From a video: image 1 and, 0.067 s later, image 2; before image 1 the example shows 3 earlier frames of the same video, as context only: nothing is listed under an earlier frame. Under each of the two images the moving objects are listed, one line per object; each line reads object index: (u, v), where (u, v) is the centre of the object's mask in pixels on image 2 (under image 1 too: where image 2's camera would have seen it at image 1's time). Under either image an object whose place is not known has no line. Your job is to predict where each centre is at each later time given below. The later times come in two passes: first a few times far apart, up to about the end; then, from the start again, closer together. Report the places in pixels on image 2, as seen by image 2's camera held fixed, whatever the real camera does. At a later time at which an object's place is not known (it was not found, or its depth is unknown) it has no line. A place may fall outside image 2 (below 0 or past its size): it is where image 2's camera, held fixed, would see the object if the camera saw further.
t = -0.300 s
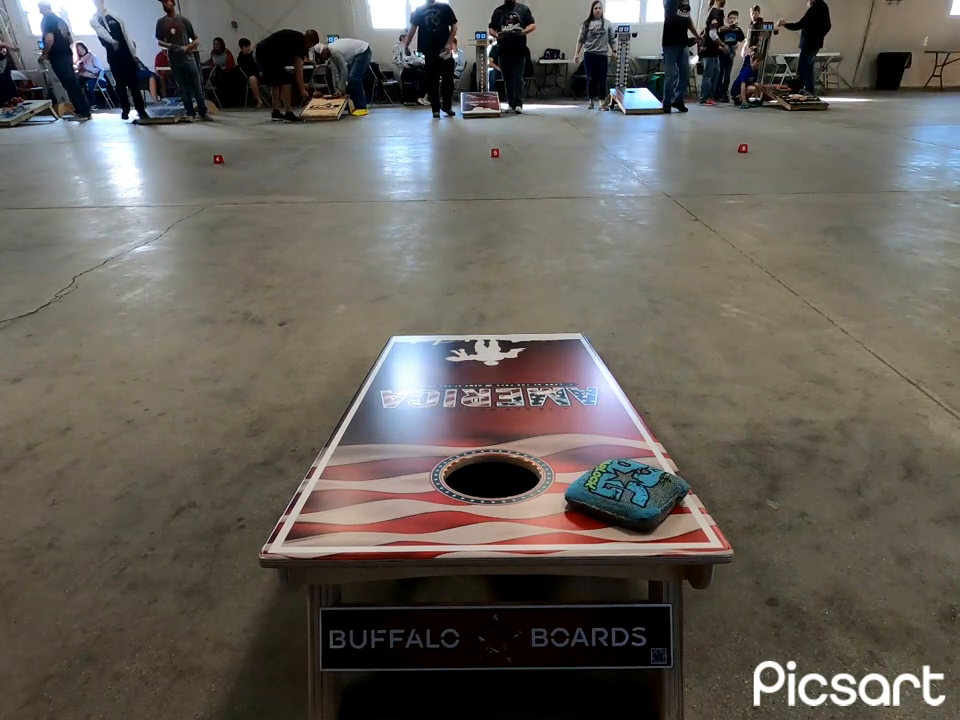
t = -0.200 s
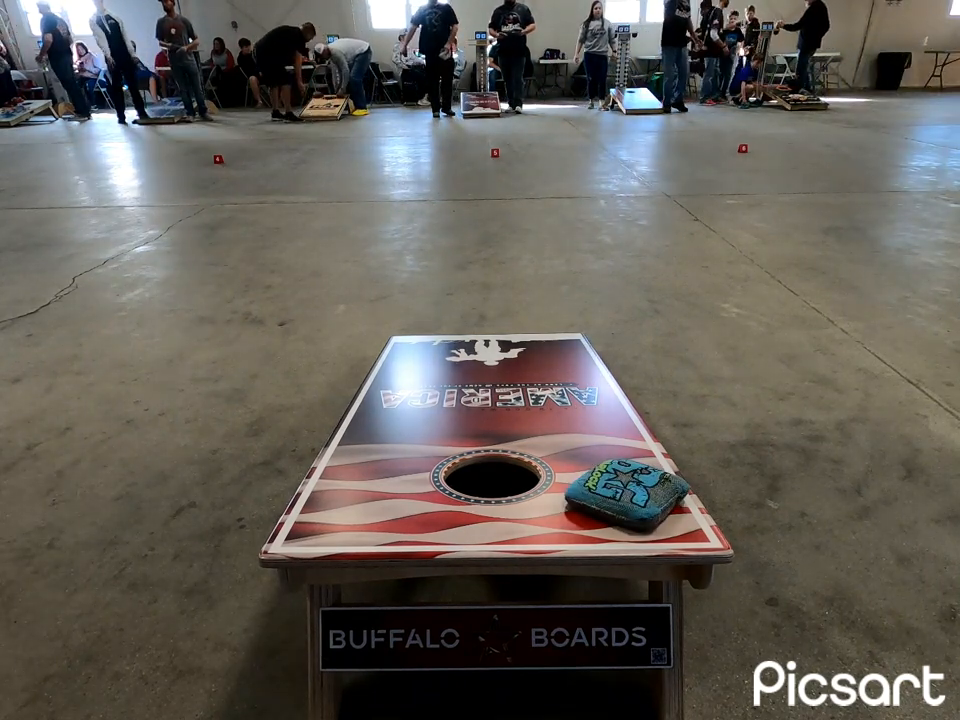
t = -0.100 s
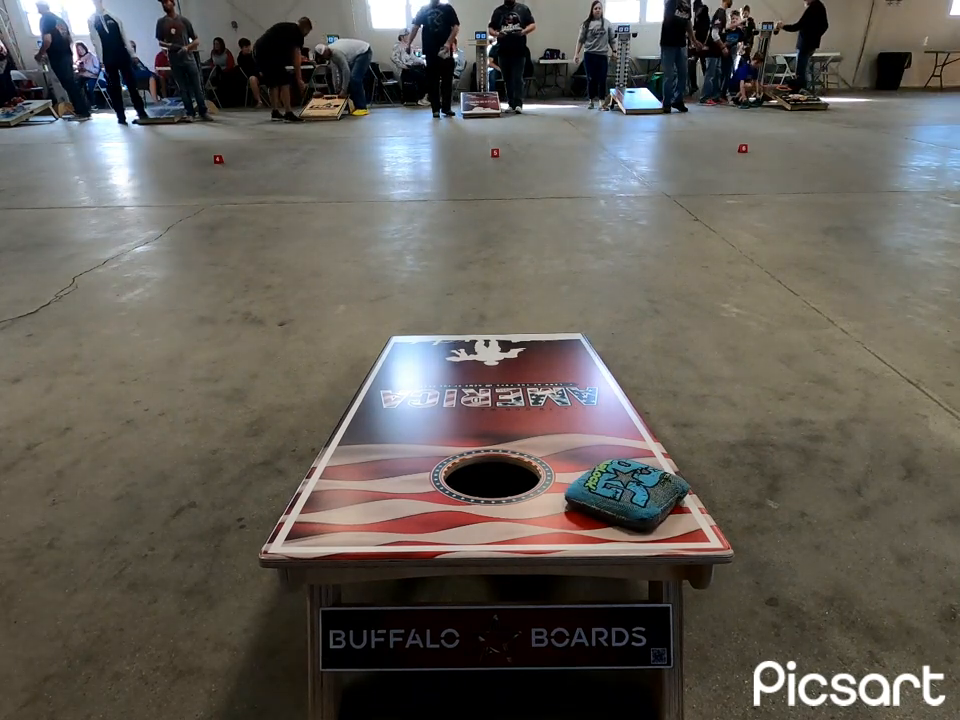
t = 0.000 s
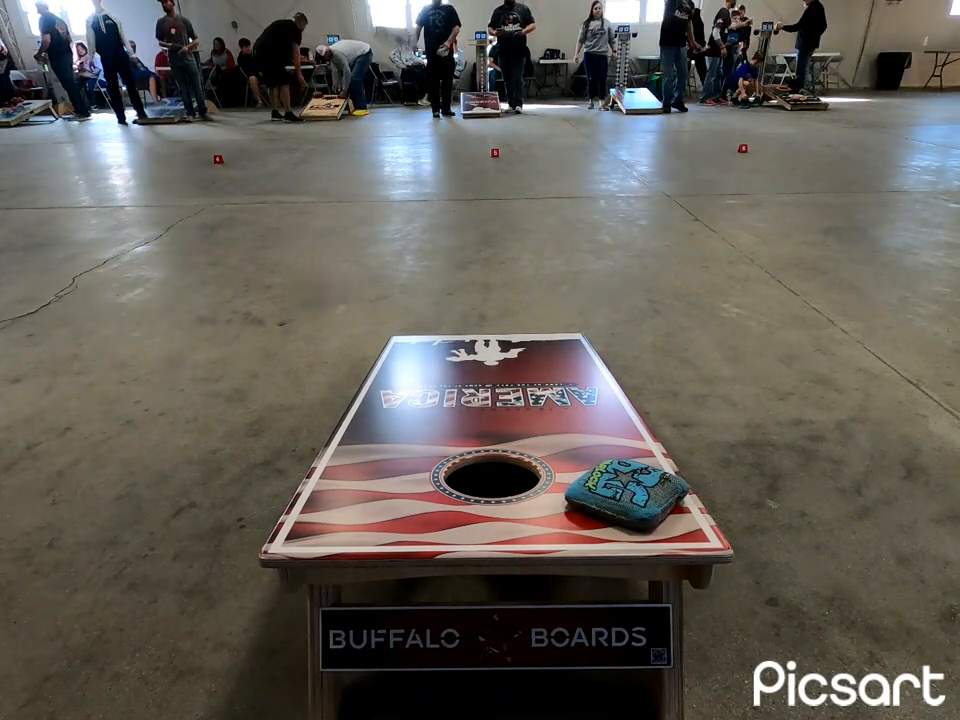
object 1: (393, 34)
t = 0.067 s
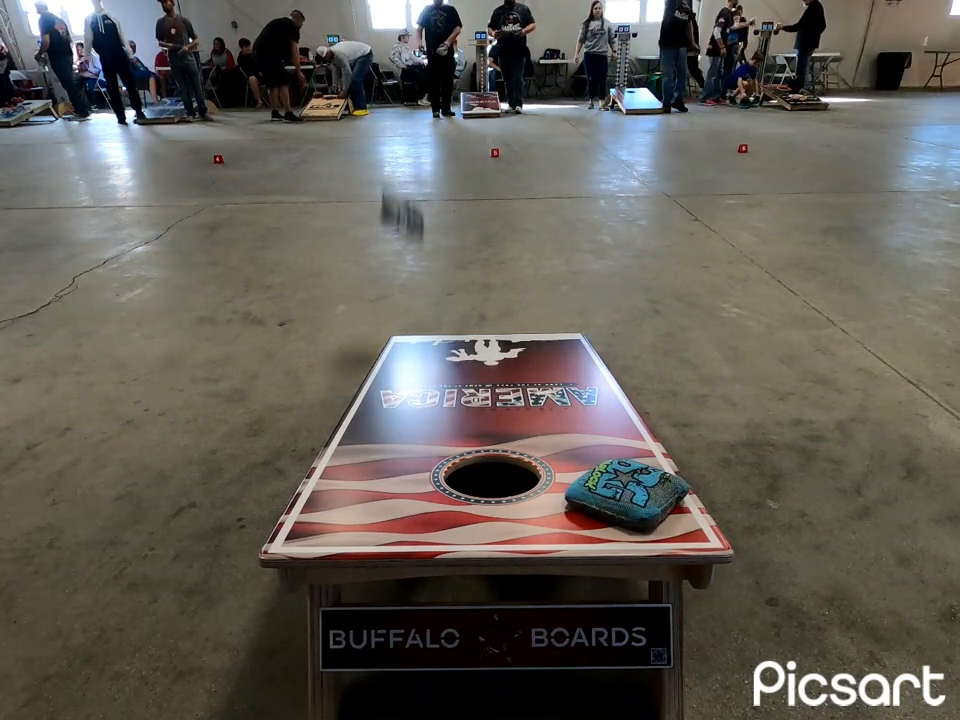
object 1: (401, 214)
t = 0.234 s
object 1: (387, 375)
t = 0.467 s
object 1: (361, 404)
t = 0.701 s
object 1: (359, 405)
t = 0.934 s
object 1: (359, 405)
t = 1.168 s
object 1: (359, 405)
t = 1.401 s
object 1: (359, 405)
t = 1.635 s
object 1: (359, 405)
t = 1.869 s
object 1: (359, 405)
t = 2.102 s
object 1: (359, 405)
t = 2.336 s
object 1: (359, 405)
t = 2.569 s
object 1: (359, 405)
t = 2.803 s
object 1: (359, 405)
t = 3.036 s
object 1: (359, 405)
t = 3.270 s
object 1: (359, 405)
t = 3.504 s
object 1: (359, 405)
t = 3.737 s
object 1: (359, 405)
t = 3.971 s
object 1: (359, 405)
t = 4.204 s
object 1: (359, 405)
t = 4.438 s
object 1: (359, 405)
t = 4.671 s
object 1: (359, 405)
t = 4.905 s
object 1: (359, 405)
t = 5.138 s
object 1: (359, 405)
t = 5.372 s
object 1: (359, 405)
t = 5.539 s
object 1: (359, 405)
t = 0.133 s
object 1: (404, 359)
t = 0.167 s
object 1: (399, 362)
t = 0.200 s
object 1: (393, 367)
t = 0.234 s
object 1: (387, 375)
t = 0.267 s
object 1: (381, 384)
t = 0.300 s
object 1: (376, 390)
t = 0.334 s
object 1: (372, 394)
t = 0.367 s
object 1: (368, 398)
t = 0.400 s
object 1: (364, 401)
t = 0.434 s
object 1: (363, 403)
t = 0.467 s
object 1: (361, 404)
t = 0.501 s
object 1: (360, 405)
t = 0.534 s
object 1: (359, 405)
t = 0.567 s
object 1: (359, 405)
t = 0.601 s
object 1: (359, 405)
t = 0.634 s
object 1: (359, 405)
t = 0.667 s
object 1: (359, 405)
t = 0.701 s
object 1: (359, 405)
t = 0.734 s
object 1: (359, 405)
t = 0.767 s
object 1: (359, 405)
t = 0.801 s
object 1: (359, 405)
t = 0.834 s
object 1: (359, 405)
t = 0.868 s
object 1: (359, 405)
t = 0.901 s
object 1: (359, 405)
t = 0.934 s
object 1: (359, 405)
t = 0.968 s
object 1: (359, 405)
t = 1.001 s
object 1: (359, 405)
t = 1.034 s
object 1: (359, 405)
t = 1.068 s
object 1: (359, 405)
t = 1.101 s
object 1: (359, 405)
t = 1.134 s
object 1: (359, 405)
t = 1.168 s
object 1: (359, 405)
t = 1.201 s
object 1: (359, 405)
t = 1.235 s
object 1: (359, 405)
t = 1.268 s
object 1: (359, 405)
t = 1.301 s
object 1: (359, 405)
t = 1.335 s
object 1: (359, 405)
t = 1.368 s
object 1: (359, 405)
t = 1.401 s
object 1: (359, 405)
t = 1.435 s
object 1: (359, 405)
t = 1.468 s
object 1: (359, 405)
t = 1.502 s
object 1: (359, 405)
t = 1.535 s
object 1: (359, 405)
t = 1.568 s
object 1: (359, 405)
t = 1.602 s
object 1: (359, 405)
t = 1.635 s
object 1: (359, 405)
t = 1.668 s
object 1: (359, 405)
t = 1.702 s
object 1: (359, 405)
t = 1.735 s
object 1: (359, 405)
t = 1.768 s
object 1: (359, 405)
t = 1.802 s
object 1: (359, 405)
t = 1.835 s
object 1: (359, 405)
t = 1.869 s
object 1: (359, 405)
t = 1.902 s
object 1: (359, 405)
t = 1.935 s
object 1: (359, 405)
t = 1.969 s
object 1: (359, 405)
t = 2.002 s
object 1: (359, 405)
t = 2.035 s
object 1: (359, 405)
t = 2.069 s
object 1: (359, 405)
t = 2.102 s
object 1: (359, 405)
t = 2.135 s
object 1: (359, 405)
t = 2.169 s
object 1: (359, 405)
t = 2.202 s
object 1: (359, 405)
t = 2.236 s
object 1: (359, 405)
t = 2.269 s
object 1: (359, 405)
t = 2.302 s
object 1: (359, 405)
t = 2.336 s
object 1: (359, 405)
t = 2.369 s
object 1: (359, 405)
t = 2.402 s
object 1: (359, 405)
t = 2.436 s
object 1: (359, 405)
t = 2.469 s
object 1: (359, 405)
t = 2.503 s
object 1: (359, 405)
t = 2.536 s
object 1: (359, 405)
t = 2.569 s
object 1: (359, 405)
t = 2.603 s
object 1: (359, 405)
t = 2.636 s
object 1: (359, 405)
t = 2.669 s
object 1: (359, 405)
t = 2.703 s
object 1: (359, 405)
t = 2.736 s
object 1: (359, 405)
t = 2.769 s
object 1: (359, 405)
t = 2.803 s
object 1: (359, 405)
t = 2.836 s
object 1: (359, 405)
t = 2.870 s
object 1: (359, 405)
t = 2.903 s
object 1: (359, 405)
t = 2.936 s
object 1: (359, 405)
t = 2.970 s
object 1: (359, 405)
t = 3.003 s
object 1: (359, 405)
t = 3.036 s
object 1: (359, 405)
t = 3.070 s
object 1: (359, 405)
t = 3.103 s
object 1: (359, 405)
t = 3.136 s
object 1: (359, 405)
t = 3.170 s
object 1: (359, 406)
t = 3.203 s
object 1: (359, 405)
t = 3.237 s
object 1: (359, 405)
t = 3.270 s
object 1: (359, 405)
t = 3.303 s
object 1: (359, 405)
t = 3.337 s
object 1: (359, 405)
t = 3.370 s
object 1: (359, 405)
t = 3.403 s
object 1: (359, 405)
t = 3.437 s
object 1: (359, 405)
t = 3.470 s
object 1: (359, 405)
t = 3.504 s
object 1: (359, 405)
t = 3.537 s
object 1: (359, 405)
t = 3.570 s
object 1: (359, 405)
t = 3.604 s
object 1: (359, 405)
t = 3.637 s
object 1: (359, 405)
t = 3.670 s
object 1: (359, 405)
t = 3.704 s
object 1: (359, 405)
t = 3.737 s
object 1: (359, 405)
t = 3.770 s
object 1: (359, 405)
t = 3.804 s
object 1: (359, 405)
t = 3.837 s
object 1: (359, 405)
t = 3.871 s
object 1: (359, 405)
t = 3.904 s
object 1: (359, 405)
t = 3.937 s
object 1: (359, 405)
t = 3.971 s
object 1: (359, 405)
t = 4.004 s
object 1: (359, 405)
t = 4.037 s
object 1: (359, 405)
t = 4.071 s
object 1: (359, 405)
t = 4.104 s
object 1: (359, 405)
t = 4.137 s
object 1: (359, 405)
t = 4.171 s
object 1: (359, 405)
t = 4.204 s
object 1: (359, 405)
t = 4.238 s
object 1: (359, 405)
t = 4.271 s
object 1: (359, 405)
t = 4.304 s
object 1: (359, 405)
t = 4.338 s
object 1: (359, 405)
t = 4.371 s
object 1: (359, 405)
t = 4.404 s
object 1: (359, 405)
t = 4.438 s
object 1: (359, 405)
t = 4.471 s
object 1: (359, 405)
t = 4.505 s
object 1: (359, 405)
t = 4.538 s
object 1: (359, 405)
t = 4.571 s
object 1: (359, 405)
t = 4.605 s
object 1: (359, 405)
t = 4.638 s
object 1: (359, 405)
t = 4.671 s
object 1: (359, 405)
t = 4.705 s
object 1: (359, 405)
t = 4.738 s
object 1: (359, 405)
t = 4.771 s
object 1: (359, 405)
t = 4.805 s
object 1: (359, 405)
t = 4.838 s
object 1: (359, 405)
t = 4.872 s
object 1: (359, 405)
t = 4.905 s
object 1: (359, 405)
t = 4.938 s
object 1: (359, 405)
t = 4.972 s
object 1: (359, 405)
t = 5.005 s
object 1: (359, 405)
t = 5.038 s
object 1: (359, 405)
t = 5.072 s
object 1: (359, 405)
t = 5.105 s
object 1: (359, 405)
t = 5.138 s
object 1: (359, 405)
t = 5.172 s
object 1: (359, 405)
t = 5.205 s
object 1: (359, 405)
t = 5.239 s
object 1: (359, 405)
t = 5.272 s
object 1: (359, 405)
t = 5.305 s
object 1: (359, 405)
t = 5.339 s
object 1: (359, 405)
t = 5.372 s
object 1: (359, 405)
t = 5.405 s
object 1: (359, 405)
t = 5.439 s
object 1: (359, 405)
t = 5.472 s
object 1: (359, 405)
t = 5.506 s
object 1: (359, 405)
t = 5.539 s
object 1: (359, 405)
